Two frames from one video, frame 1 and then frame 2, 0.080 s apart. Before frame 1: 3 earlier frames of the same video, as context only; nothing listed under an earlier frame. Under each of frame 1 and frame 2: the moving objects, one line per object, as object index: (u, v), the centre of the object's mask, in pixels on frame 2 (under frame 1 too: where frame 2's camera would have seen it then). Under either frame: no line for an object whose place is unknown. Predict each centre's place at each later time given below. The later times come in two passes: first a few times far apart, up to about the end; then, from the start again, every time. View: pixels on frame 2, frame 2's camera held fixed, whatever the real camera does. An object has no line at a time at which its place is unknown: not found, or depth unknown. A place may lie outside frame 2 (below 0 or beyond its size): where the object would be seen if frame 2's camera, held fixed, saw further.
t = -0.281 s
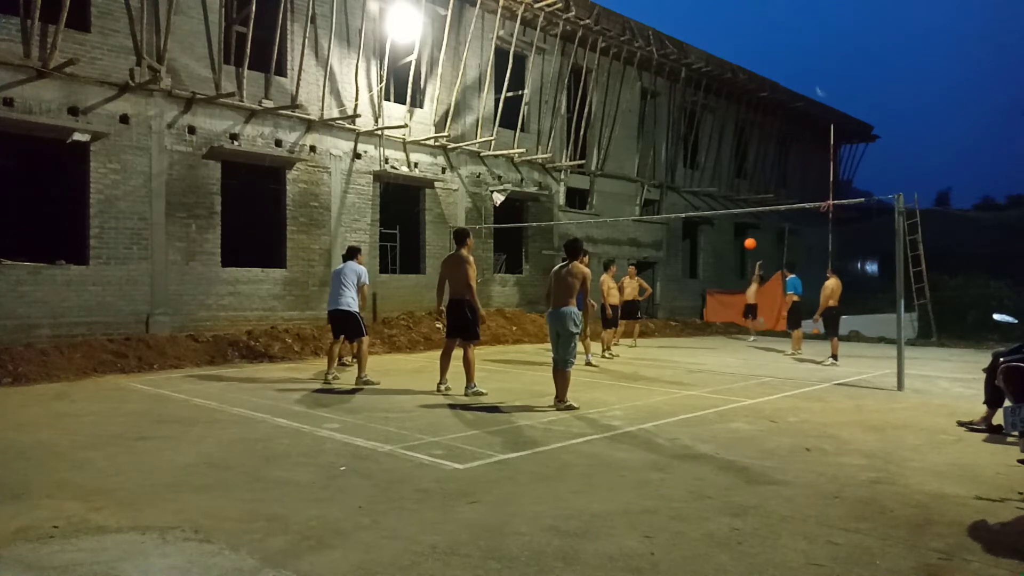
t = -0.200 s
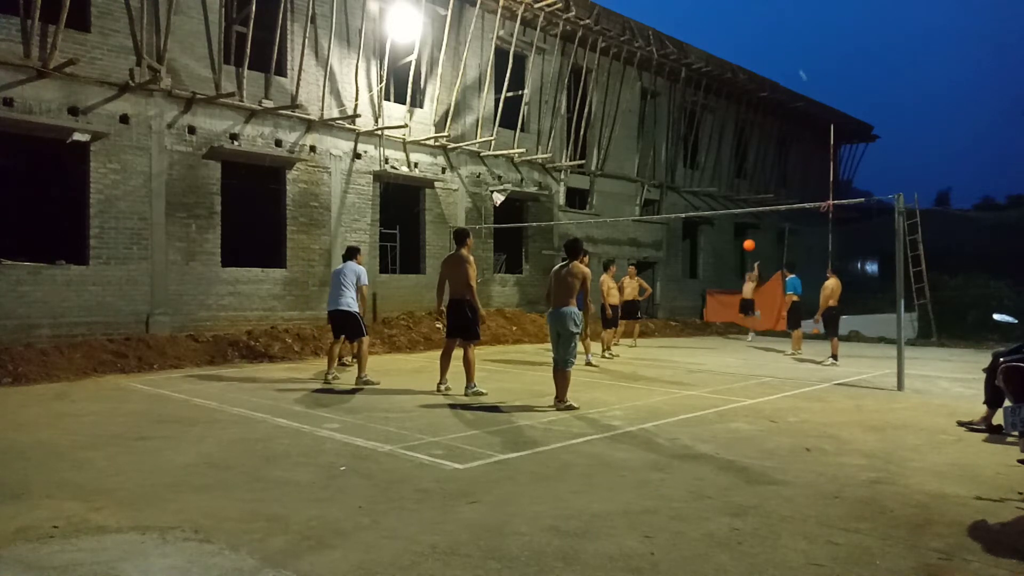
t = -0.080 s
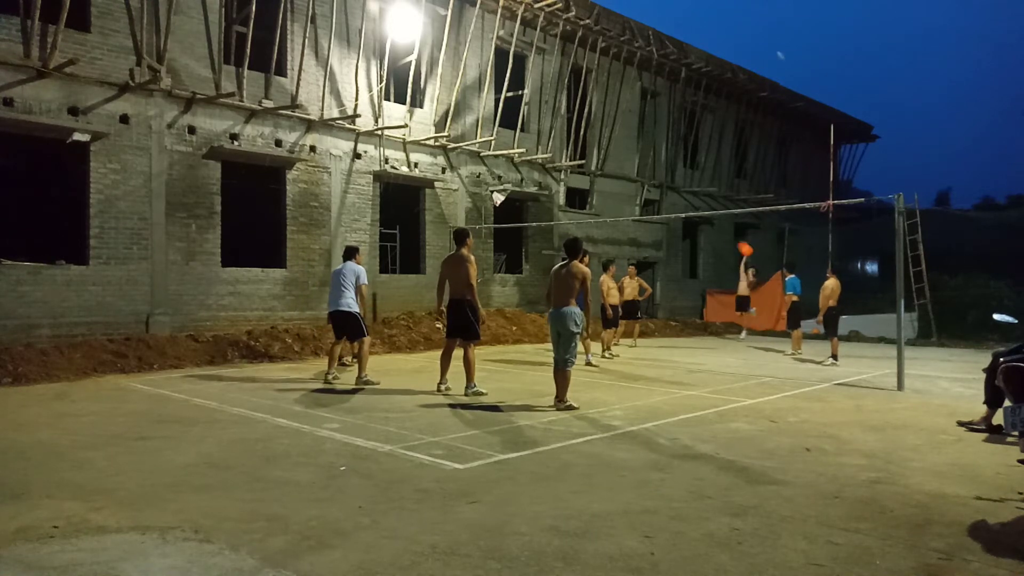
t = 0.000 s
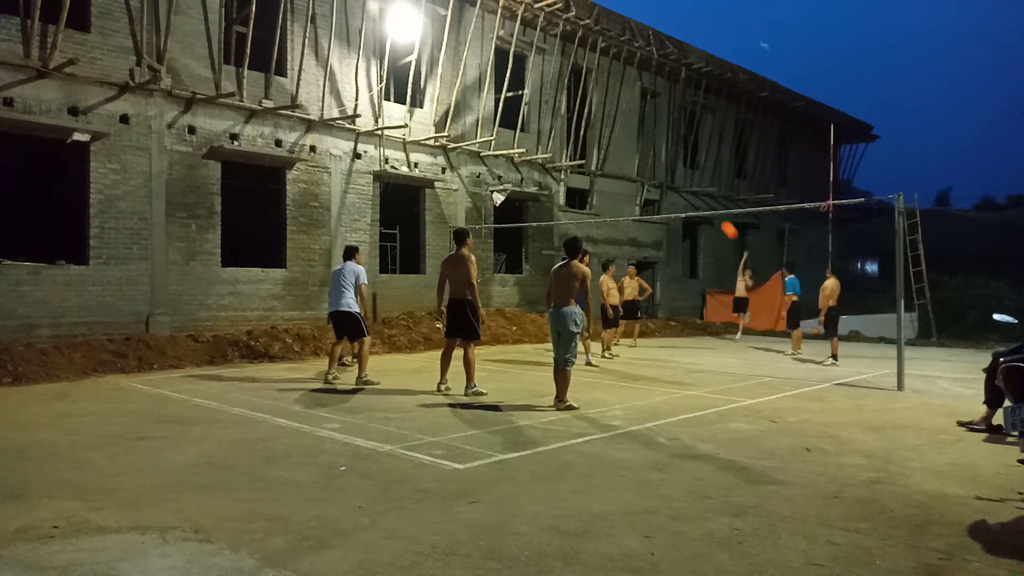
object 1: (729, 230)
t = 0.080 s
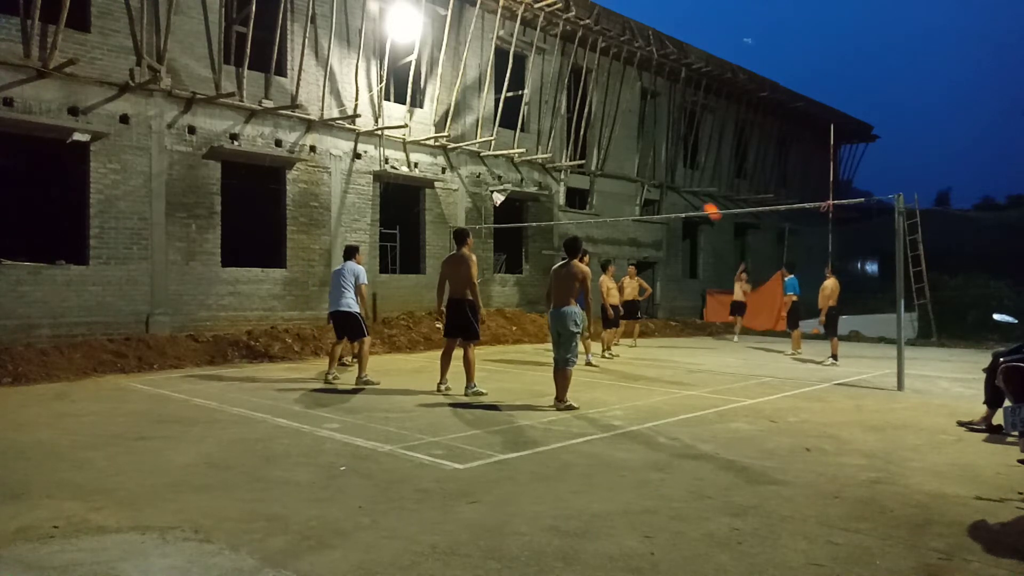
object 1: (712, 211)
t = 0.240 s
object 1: (676, 182)
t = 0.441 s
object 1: (627, 162)
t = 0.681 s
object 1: (559, 168)
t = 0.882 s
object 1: (492, 205)
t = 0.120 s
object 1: (703, 203)
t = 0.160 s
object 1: (694, 196)
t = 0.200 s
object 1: (685, 189)
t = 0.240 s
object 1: (676, 182)
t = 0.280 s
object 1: (667, 177)
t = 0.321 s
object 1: (657, 172)
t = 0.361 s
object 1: (647, 168)
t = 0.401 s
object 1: (637, 164)
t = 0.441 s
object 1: (627, 162)
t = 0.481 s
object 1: (616, 160)
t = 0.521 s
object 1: (606, 160)
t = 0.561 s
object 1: (594, 160)
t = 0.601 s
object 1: (583, 162)
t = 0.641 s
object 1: (572, 164)
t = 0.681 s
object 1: (559, 168)
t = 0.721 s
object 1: (547, 172)
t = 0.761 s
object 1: (534, 178)
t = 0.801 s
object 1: (520, 186)
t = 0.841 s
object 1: (509, 194)
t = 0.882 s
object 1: (492, 205)
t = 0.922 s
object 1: (479, 216)
